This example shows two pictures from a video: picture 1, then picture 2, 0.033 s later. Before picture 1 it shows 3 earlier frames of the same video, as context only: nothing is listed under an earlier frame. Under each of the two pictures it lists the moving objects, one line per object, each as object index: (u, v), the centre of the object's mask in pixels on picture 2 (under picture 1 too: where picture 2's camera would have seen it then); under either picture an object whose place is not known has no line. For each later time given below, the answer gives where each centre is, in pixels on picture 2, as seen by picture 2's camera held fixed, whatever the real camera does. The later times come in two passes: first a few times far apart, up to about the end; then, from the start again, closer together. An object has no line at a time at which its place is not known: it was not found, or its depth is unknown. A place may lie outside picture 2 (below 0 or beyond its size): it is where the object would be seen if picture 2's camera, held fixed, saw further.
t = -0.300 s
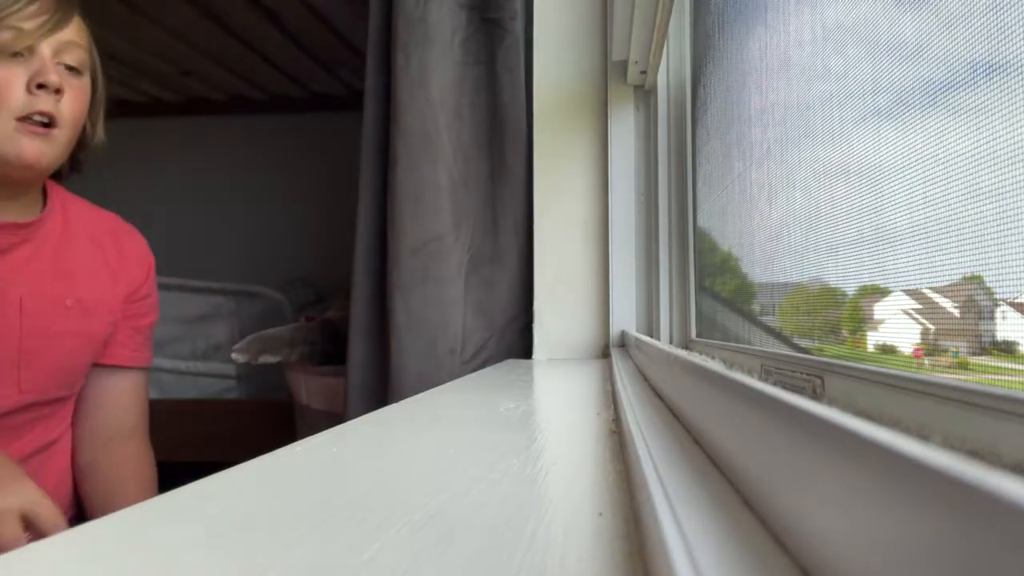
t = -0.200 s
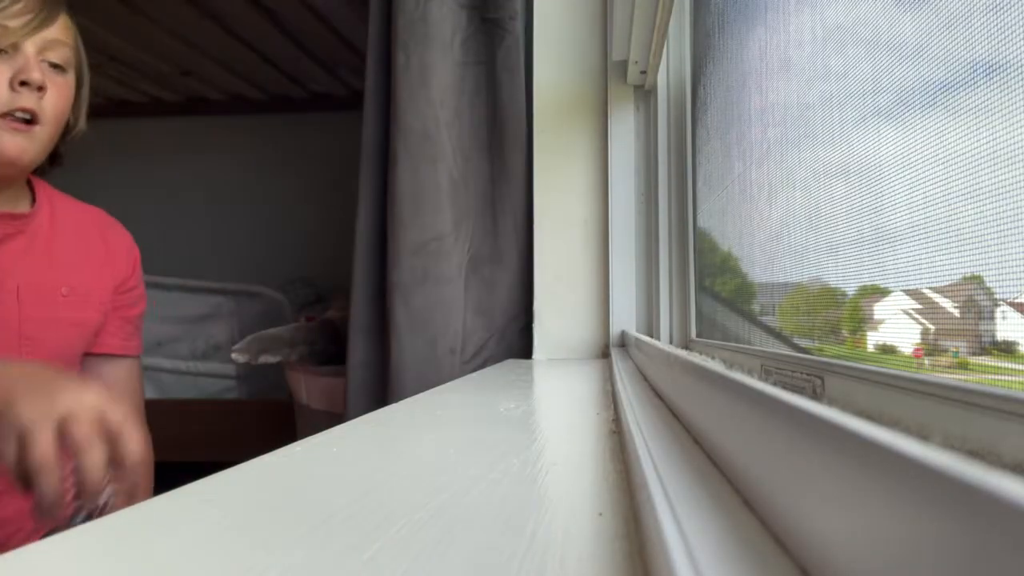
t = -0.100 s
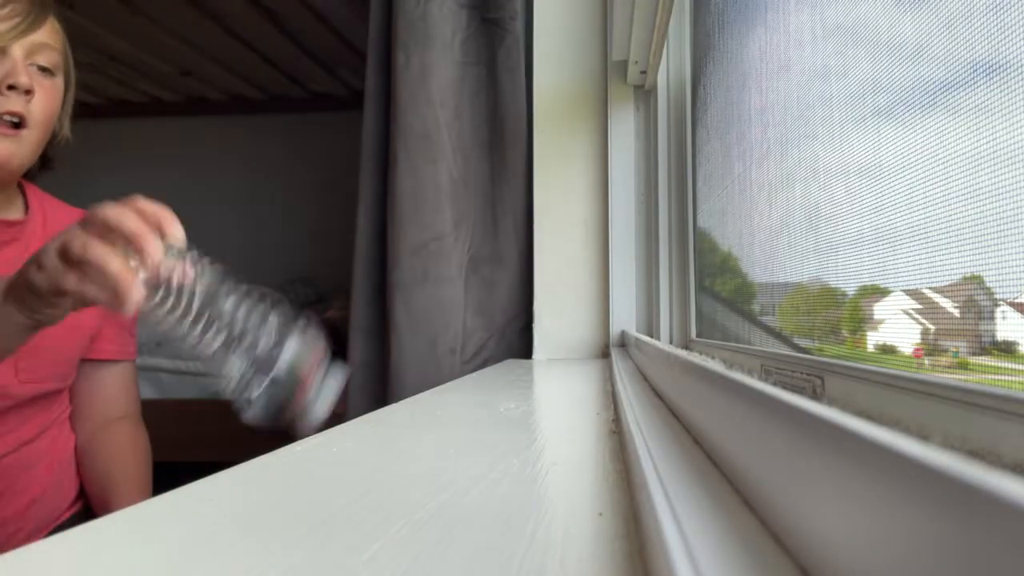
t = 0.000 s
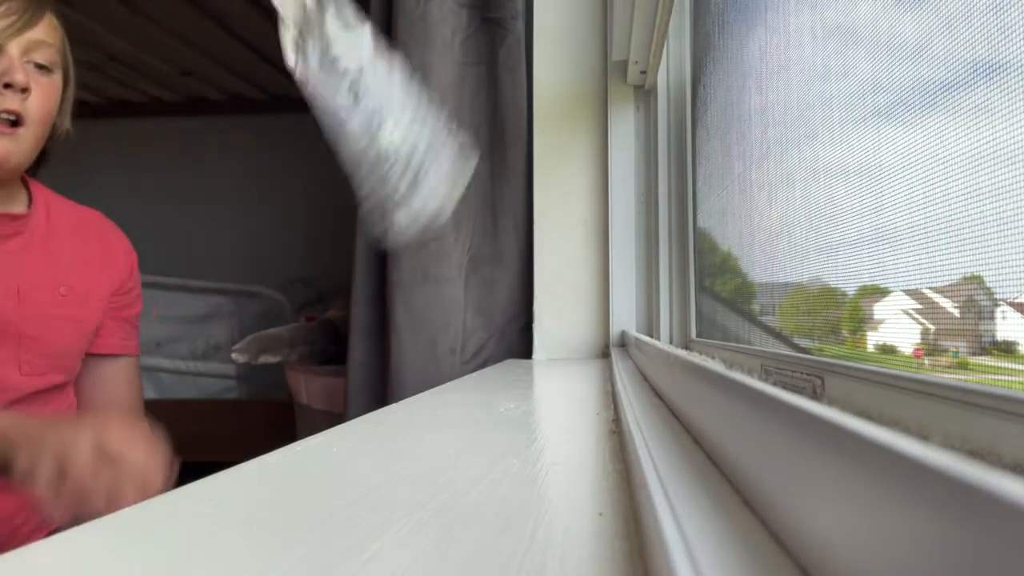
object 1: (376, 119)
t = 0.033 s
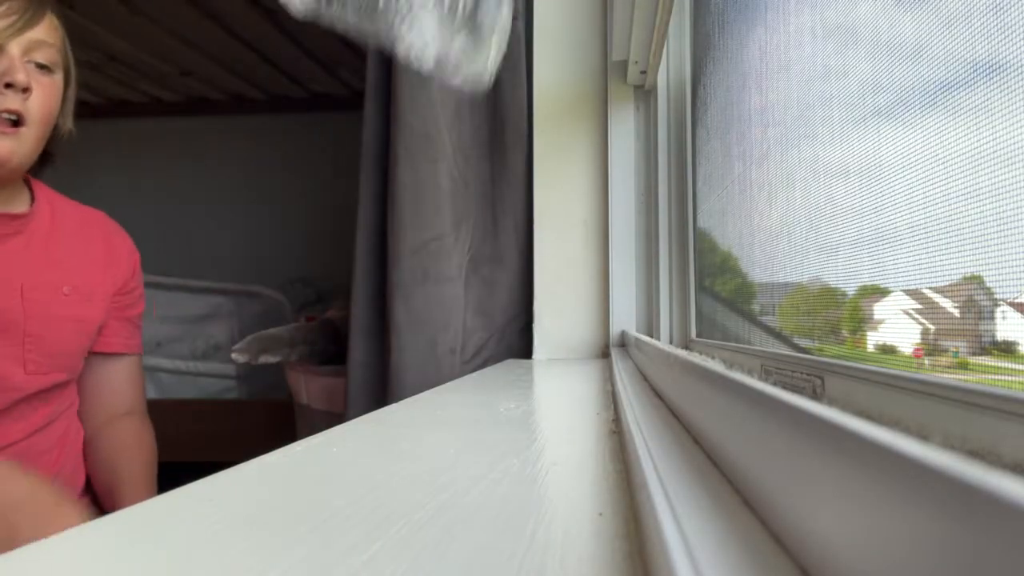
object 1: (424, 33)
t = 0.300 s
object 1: (453, 36)
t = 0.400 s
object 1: (536, 176)
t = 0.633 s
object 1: (519, 224)
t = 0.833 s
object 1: (415, 350)
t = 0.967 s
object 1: (395, 363)
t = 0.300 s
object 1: (453, 36)
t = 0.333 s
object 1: (490, 71)
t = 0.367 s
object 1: (520, 111)
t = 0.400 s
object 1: (536, 176)
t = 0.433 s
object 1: (551, 222)
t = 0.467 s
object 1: (550, 221)
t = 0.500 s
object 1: (545, 221)
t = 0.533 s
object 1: (541, 222)
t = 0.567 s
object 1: (536, 222)
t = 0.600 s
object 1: (529, 223)
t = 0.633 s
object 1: (519, 224)
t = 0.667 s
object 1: (506, 229)
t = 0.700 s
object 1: (485, 238)
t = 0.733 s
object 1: (462, 259)
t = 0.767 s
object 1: (436, 295)
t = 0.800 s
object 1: (415, 326)
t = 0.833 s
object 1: (415, 350)
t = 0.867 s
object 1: (412, 350)
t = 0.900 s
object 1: (407, 357)
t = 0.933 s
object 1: (403, 358)
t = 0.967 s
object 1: (395, 363)
